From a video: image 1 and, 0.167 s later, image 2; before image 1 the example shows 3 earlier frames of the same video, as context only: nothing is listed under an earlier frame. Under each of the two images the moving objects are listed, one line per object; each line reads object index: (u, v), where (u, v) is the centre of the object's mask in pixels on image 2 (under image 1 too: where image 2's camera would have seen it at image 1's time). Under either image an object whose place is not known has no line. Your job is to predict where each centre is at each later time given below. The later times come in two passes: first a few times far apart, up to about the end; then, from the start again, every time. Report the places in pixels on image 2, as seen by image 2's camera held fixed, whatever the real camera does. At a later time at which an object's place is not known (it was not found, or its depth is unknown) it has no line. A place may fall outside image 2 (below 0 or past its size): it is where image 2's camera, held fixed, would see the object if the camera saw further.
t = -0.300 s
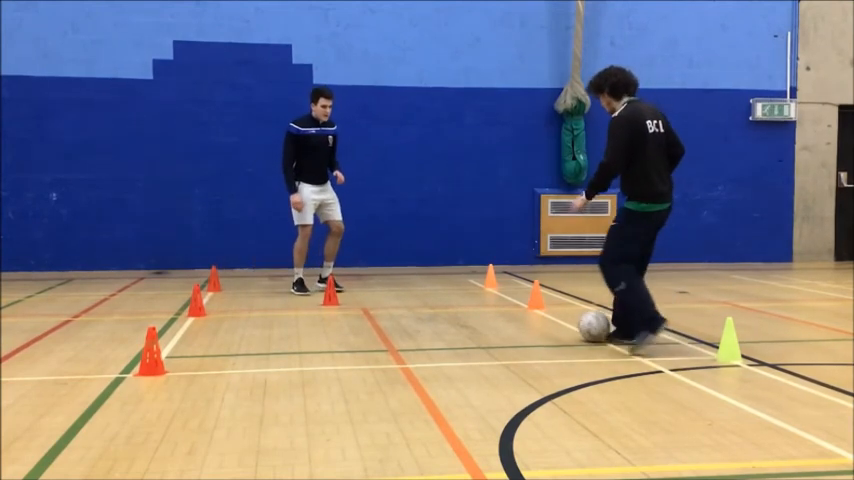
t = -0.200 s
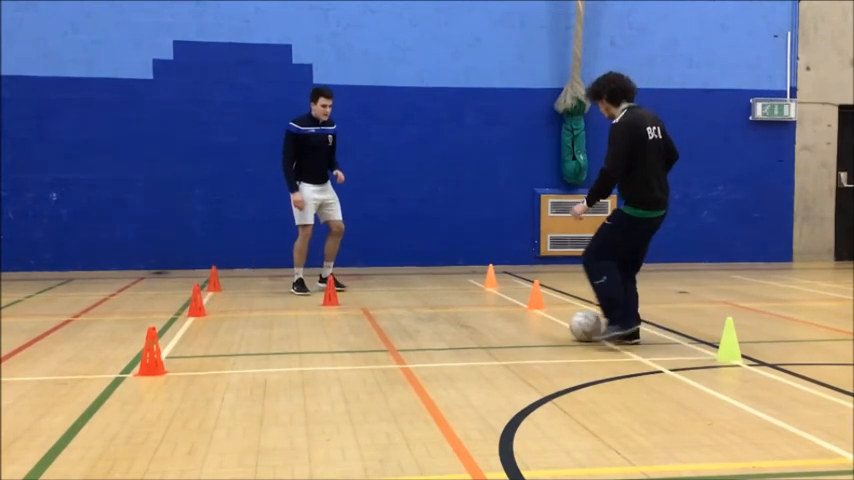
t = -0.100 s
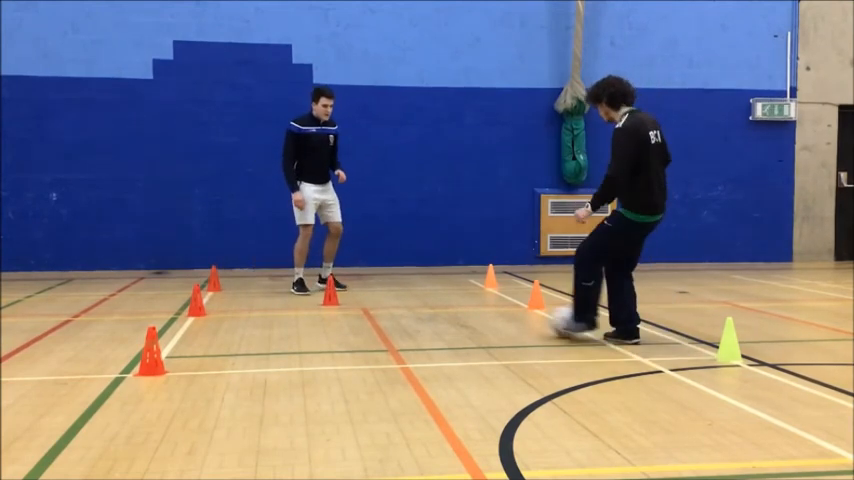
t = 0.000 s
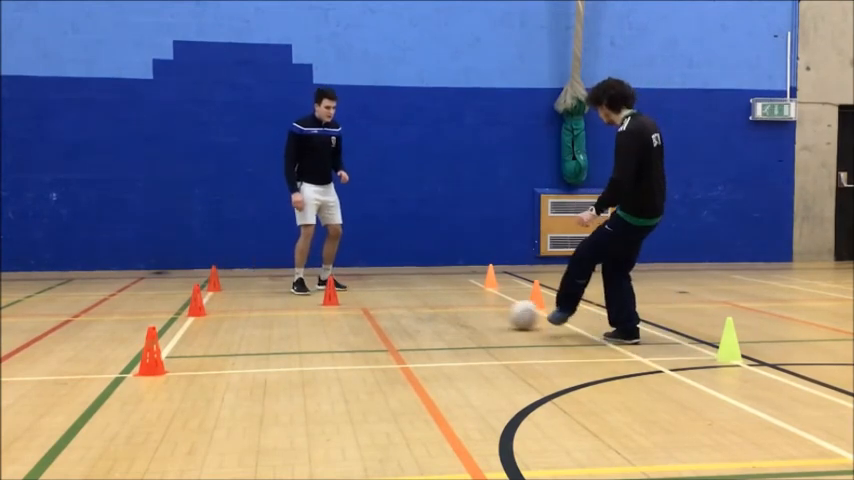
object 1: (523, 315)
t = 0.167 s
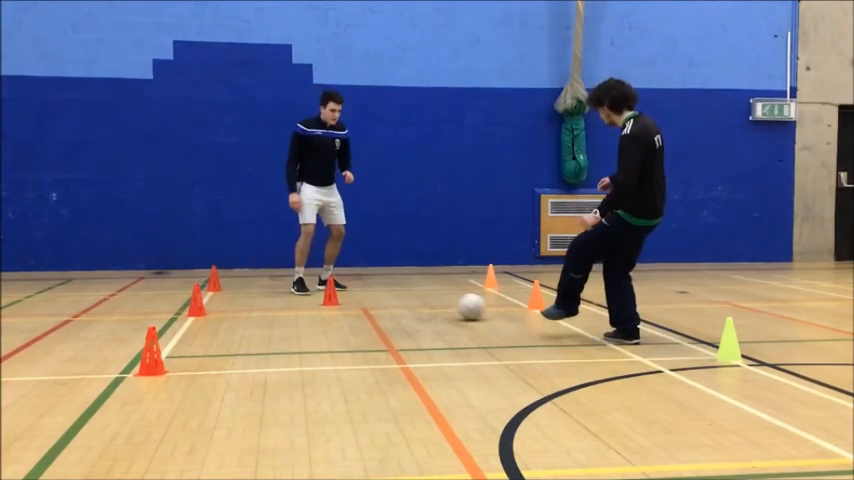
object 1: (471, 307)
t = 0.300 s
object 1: (438, 302)
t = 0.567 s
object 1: (381, 293)
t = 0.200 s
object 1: (462, 306)
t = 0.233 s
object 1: (454, 304)
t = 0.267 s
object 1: (446, 303)
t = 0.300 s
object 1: (438, 302)
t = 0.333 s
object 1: (430, 300)
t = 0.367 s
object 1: (423, 299)
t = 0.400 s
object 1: (415, 298)
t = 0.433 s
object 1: (408, 297)
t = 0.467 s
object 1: (401, 296)
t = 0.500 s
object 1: (394, 295)
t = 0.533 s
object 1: (388, 294)
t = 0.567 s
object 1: (381, 293)
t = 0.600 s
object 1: (375, 292)
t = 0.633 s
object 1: (368, 291)
